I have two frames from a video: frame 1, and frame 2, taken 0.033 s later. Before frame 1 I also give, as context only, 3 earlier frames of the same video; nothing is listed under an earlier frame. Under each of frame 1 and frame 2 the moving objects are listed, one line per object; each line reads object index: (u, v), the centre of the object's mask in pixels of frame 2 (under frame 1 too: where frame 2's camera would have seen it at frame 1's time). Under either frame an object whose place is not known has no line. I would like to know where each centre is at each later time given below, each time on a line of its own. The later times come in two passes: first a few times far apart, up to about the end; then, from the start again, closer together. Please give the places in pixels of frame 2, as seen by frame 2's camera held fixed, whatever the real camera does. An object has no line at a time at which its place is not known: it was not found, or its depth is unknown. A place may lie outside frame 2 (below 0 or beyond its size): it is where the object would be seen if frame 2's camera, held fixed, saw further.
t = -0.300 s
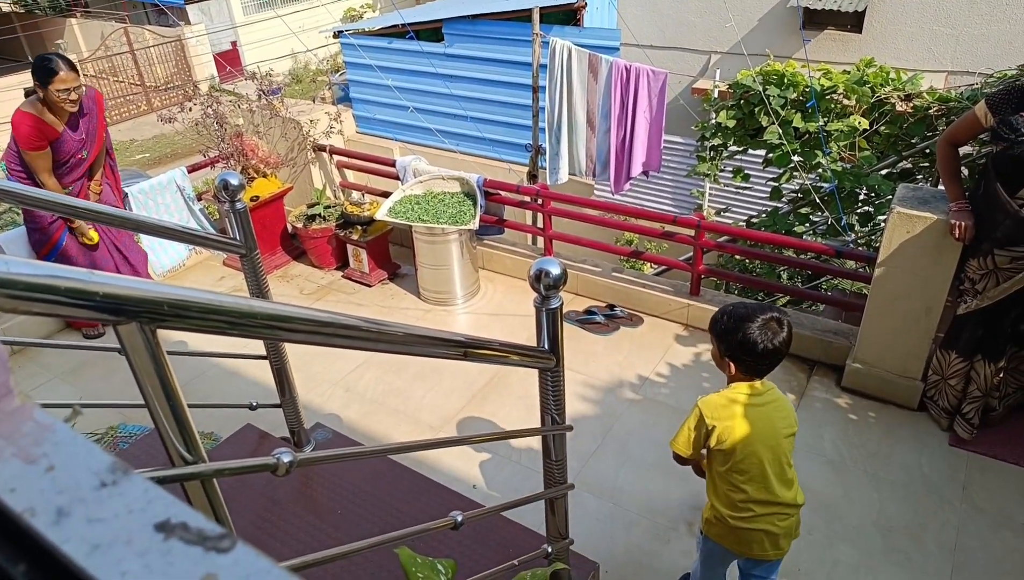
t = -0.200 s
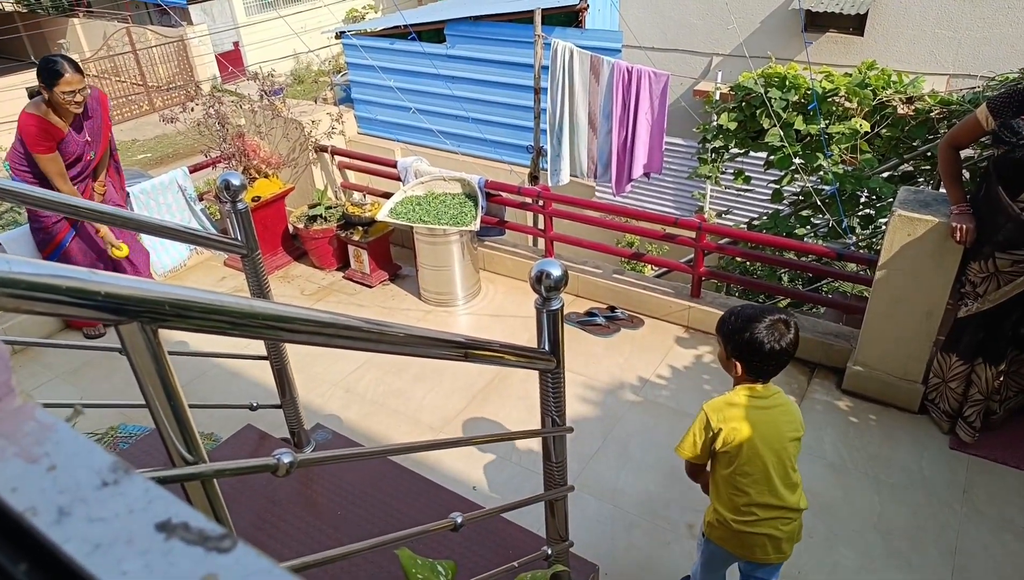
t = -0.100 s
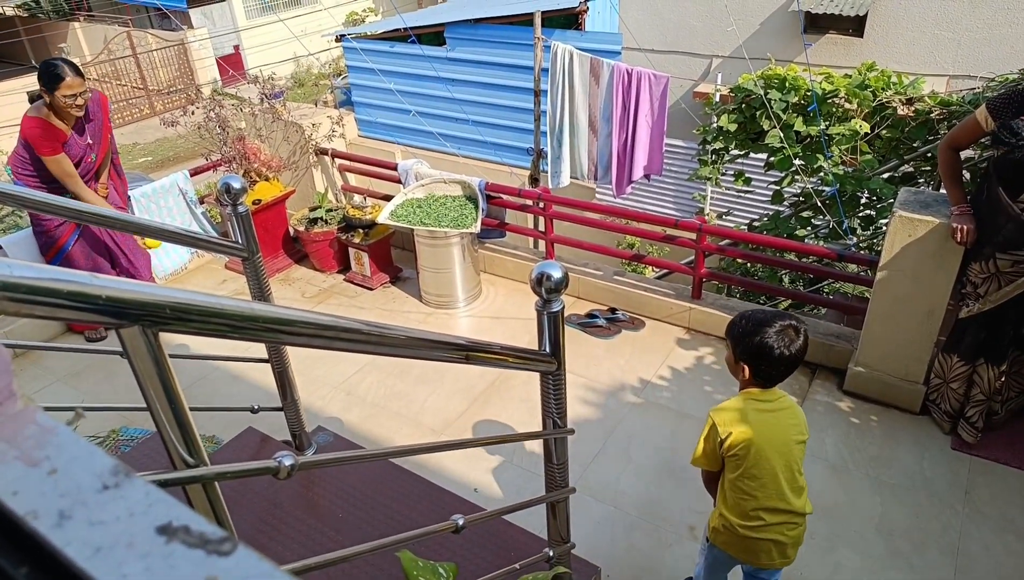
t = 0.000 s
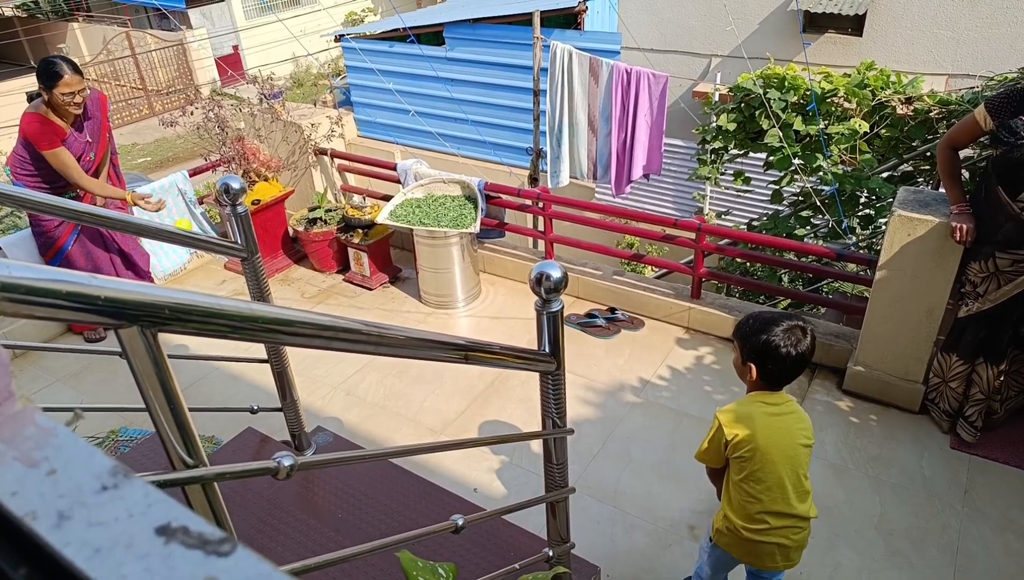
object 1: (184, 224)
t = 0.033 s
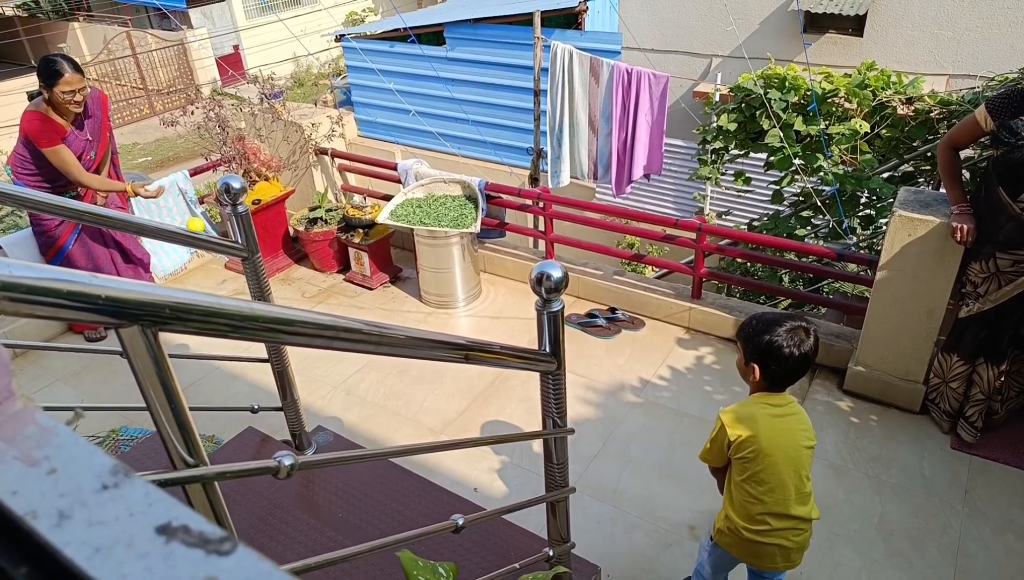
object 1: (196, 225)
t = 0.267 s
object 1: (309, 292)
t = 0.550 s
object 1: (442, 394)
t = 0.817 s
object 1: (534, 399)
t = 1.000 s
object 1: (606, 455)
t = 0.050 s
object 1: (202, 226)
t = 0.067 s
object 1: (209, 227)
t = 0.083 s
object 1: (216, 229)
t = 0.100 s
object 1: (223, 231)
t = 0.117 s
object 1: (227, 233)
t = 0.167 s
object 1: (261, 247)
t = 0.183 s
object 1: (266, 254)
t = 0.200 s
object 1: (273, 260)
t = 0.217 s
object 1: (281, 267)
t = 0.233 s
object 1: (290, 275)
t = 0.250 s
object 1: (300, 283)
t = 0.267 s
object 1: (309, 292)
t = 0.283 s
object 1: (318, 301)
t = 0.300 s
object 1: (328, 309)
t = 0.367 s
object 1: (366, 359)
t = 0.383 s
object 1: (375, 369)
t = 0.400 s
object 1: (385, 382)
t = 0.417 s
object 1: (394, 395)
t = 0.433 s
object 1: (404, 409)
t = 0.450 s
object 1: (413, 423)
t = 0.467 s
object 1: (418, 421)
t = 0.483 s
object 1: (423, 414)
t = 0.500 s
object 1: (427, 408)
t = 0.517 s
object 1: (432, 403)
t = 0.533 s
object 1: (437, 398)
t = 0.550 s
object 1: (442, 394)
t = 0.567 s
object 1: (447, 390)
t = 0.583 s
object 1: (452, 387)
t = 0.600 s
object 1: (458, 384)
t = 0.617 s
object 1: (463, 382)
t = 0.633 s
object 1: (469, 380)
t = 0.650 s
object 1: (475, 379)
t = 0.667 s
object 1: (480, 378)
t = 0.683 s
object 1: (486, 378)
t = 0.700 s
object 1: (492, 378)
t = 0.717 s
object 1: (499, 379)
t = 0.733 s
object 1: (505, 381)
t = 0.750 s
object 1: (511, 383)
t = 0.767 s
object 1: (518, 387)
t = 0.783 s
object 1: (523, 390)
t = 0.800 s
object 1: (530, 394)
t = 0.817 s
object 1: (534, 399)
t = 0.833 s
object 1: (537, 404)
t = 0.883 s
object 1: (569, 424)
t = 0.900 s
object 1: (572, 430)
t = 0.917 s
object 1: (576, 439)
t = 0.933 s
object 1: (580, 447)
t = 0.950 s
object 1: (587, 456)
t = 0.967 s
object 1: (593, 464)
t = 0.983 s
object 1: (600, 459)
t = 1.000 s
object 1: (606, 455)
